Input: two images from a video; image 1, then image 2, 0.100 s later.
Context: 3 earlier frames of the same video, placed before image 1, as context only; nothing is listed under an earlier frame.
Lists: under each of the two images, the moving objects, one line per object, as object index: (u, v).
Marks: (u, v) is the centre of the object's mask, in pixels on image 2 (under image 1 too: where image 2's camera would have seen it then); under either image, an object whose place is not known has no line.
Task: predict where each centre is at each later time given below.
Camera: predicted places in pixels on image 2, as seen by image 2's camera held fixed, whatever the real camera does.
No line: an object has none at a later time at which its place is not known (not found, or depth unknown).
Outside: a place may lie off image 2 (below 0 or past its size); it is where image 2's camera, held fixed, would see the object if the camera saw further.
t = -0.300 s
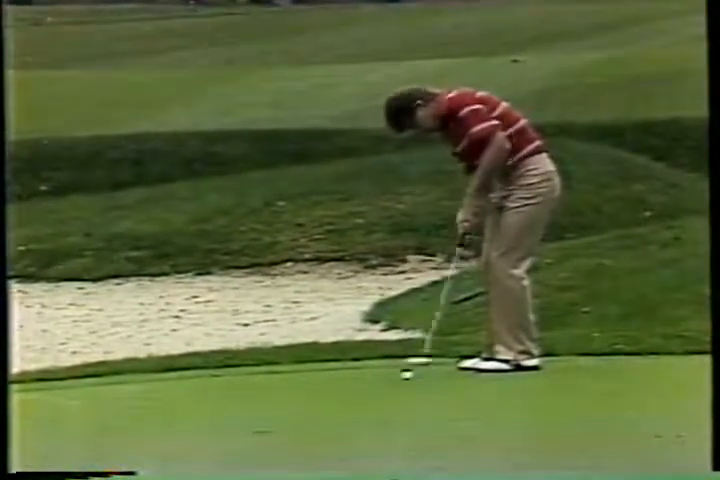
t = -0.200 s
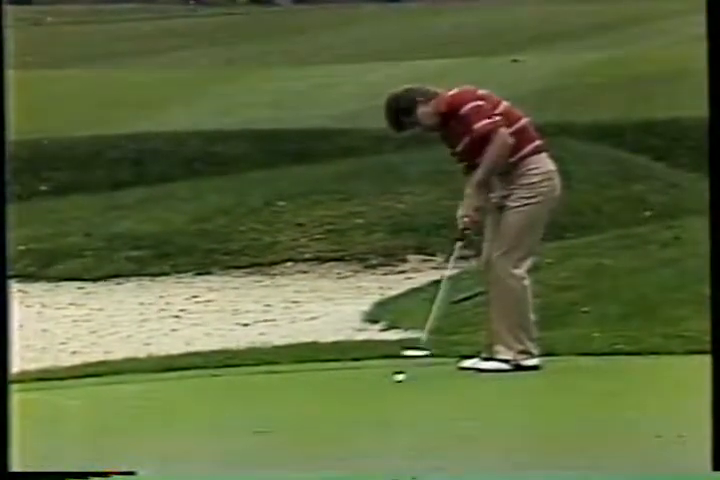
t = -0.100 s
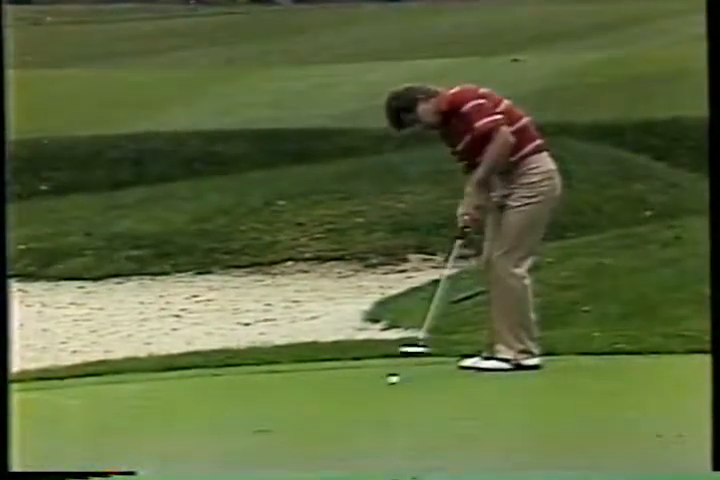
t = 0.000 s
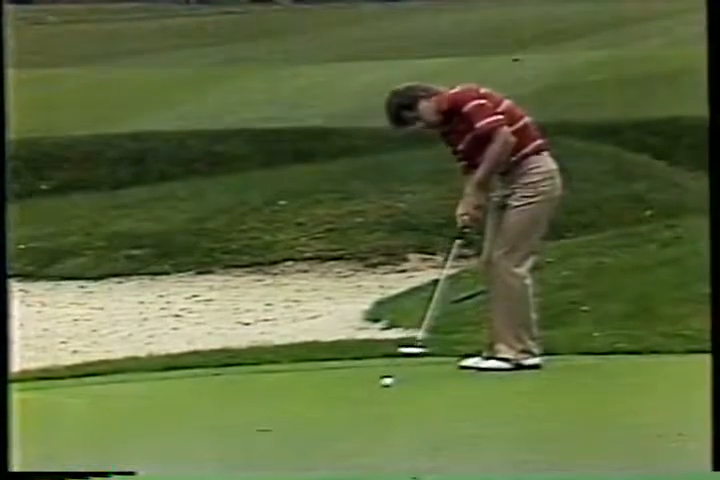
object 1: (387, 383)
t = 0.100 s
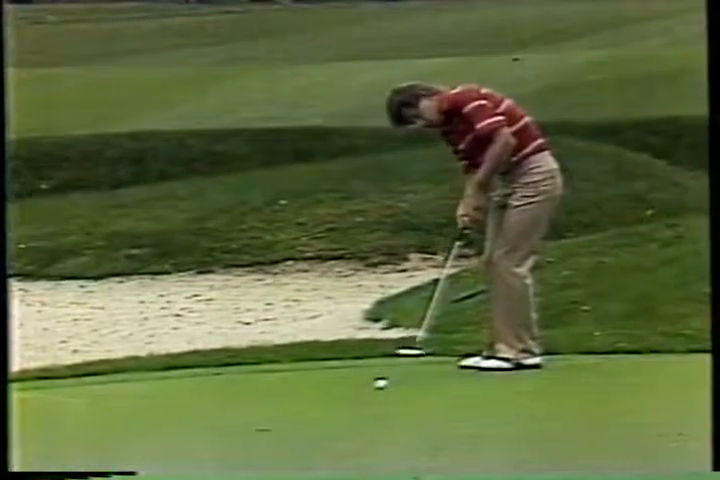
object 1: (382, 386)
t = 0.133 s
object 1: (378, 387)
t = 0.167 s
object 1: (376, 387)
